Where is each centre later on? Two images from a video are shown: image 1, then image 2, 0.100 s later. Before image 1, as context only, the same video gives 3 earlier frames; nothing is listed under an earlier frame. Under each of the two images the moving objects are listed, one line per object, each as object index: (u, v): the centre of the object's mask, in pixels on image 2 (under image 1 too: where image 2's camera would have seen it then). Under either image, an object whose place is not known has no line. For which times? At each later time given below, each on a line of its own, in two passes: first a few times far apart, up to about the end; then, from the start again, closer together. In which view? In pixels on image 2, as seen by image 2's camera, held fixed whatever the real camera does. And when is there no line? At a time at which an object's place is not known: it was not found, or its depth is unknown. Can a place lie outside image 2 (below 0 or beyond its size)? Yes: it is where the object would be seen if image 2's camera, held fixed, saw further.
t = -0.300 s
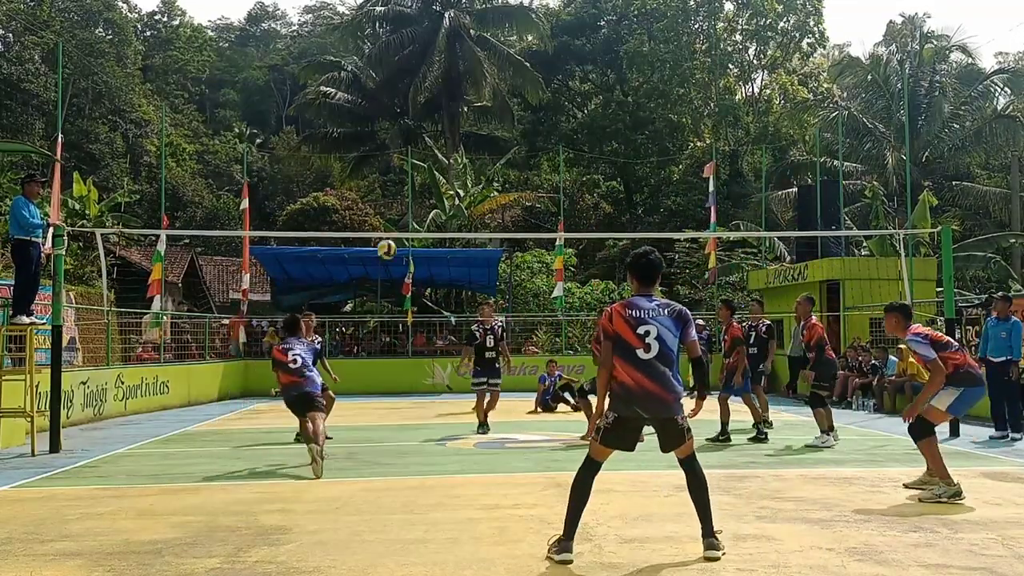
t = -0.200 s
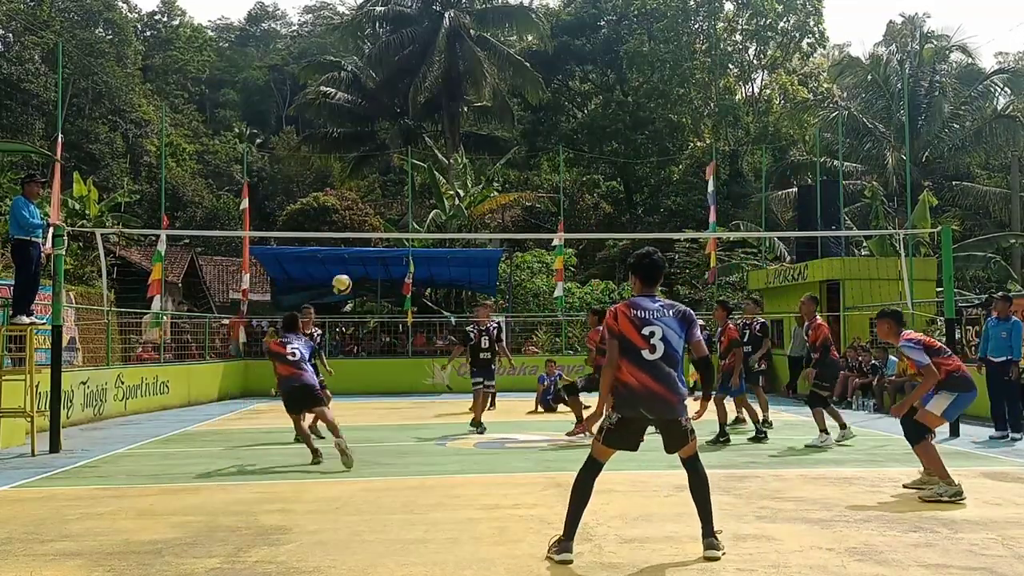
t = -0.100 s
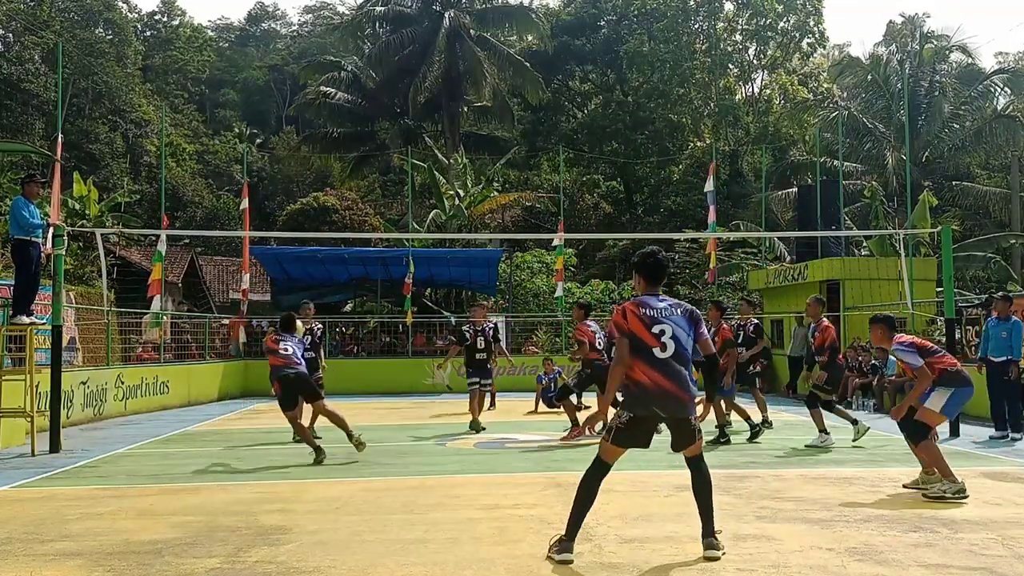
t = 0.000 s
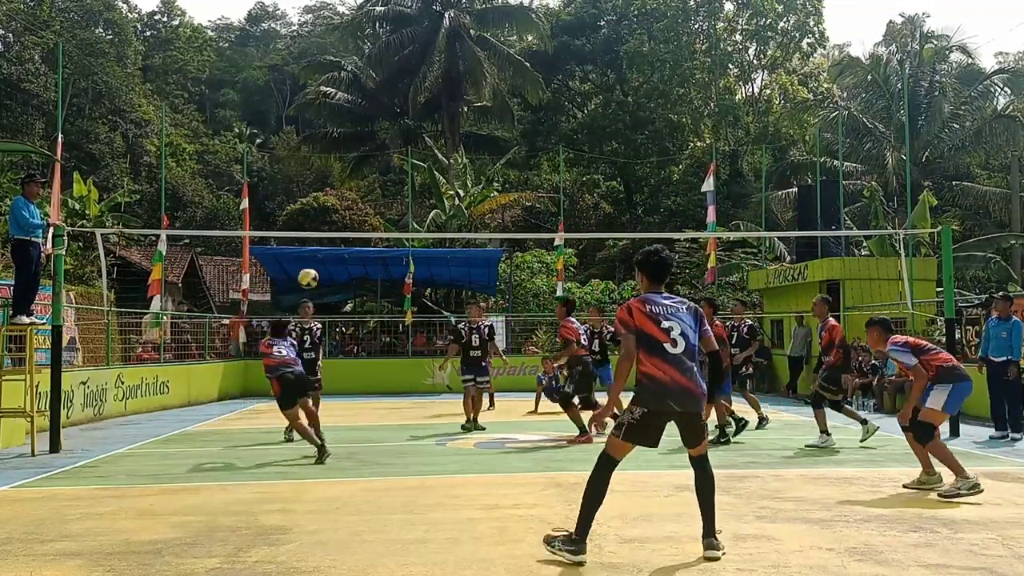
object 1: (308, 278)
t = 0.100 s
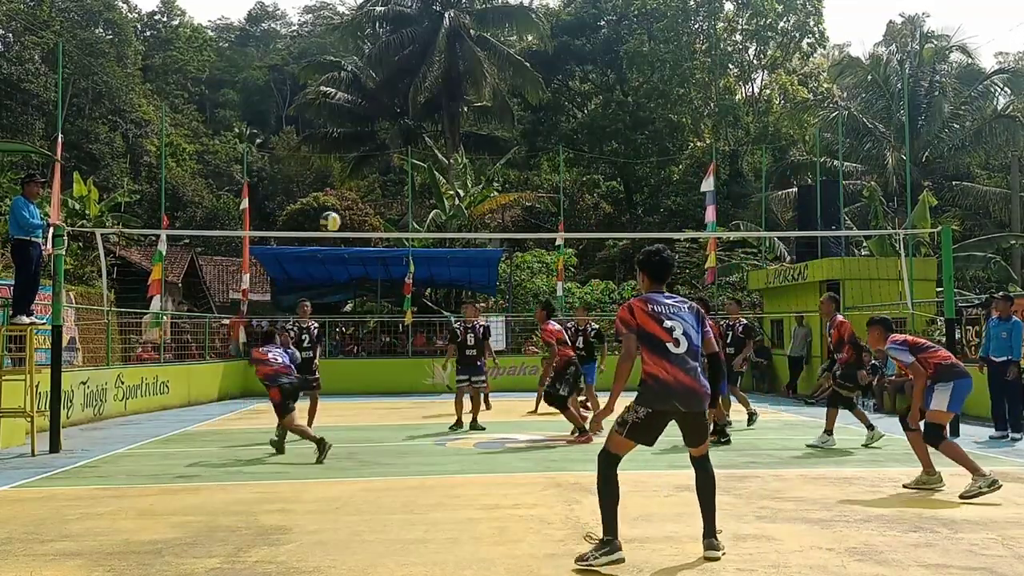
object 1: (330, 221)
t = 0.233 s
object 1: (360, 161)
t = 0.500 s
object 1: (418, 90)
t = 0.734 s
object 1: (469, 83)
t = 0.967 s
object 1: (521, 127)
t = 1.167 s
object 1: (566, 208)
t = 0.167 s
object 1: (345, 188)
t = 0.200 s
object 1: (352, 174)
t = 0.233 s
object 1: (360, 161)
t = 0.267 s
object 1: (367, 149)
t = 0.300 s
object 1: (374, 137)
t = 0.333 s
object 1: (382, 127)
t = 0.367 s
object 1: (389, 117)
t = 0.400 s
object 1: (397, 109)
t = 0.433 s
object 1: (403, 102)
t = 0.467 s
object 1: (411, 96)
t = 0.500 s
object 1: (418, 90)
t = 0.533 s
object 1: (426, 86)
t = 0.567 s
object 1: (433, 83)
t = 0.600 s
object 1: (440, 81)
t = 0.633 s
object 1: (448, 80)
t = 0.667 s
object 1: (455, 79)
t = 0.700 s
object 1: (462, 80)
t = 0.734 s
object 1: (469, 83)
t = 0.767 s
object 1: (476, 83)
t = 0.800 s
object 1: (484, 90)
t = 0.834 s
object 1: (492, 95)
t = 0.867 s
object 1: (499, 102)
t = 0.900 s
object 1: (506, 109)
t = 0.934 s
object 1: (514, 117)
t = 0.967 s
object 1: (521, 127)
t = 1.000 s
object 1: (528, 138)
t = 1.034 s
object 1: (536, 149)
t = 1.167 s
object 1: (566, 208)
